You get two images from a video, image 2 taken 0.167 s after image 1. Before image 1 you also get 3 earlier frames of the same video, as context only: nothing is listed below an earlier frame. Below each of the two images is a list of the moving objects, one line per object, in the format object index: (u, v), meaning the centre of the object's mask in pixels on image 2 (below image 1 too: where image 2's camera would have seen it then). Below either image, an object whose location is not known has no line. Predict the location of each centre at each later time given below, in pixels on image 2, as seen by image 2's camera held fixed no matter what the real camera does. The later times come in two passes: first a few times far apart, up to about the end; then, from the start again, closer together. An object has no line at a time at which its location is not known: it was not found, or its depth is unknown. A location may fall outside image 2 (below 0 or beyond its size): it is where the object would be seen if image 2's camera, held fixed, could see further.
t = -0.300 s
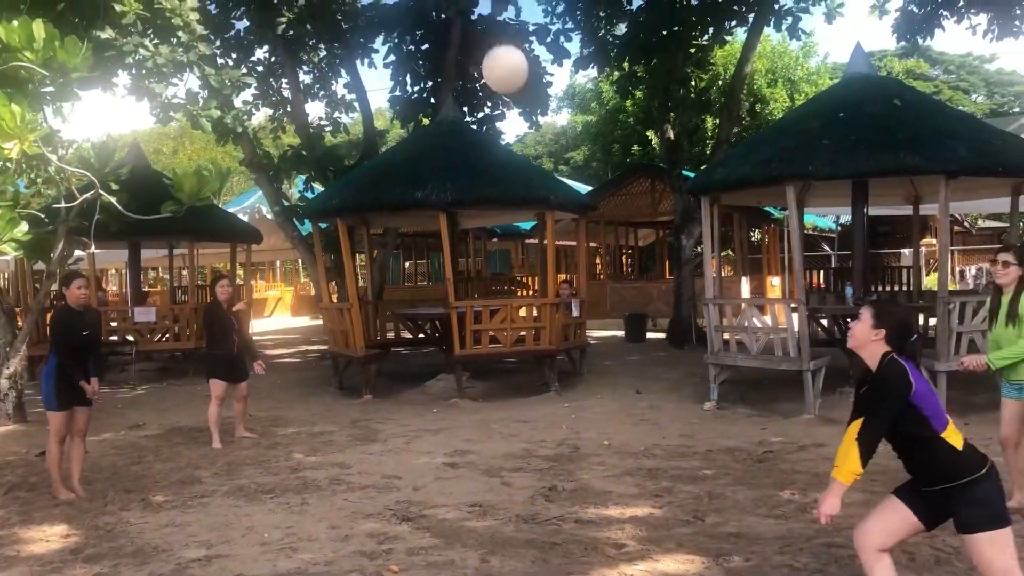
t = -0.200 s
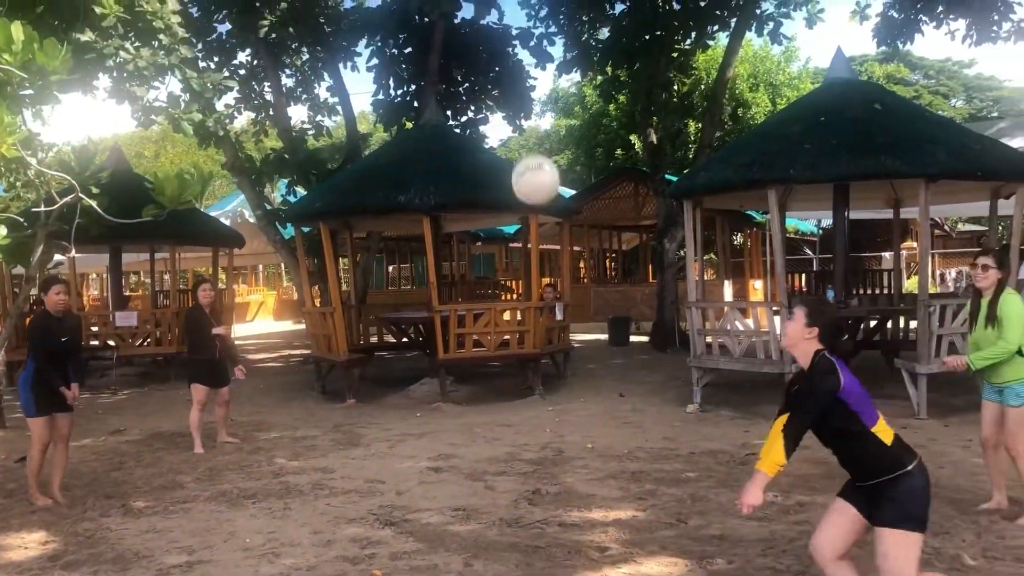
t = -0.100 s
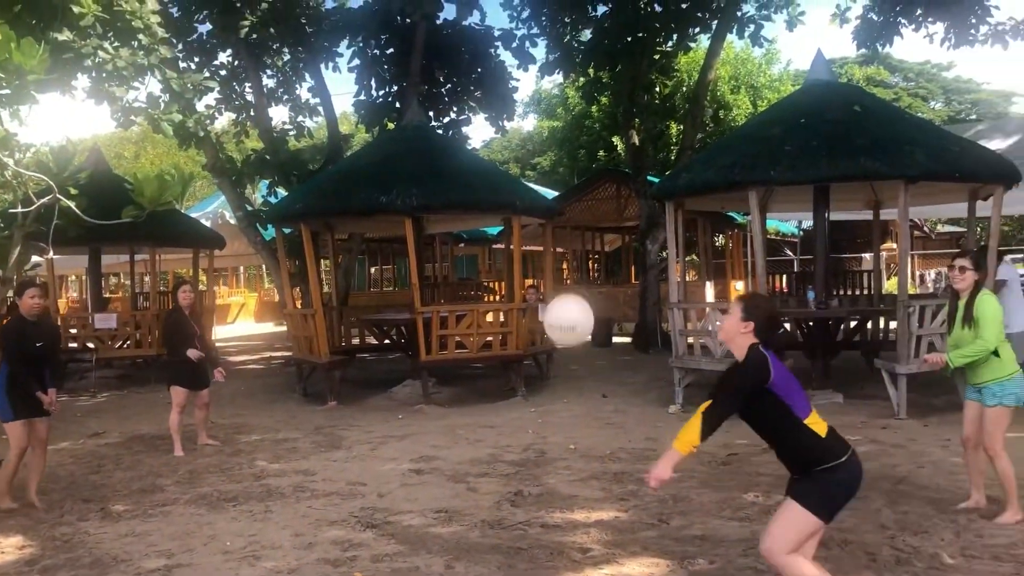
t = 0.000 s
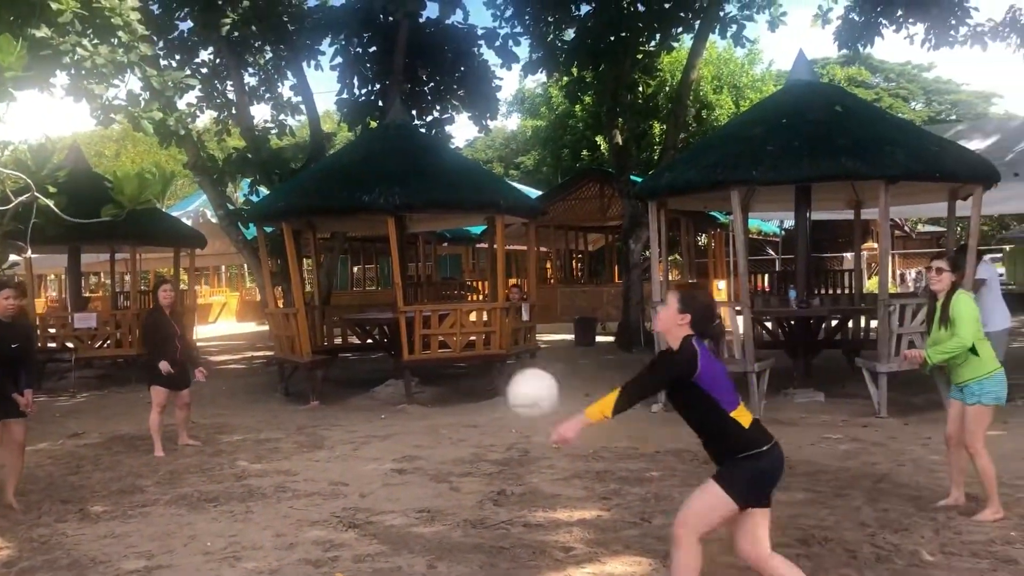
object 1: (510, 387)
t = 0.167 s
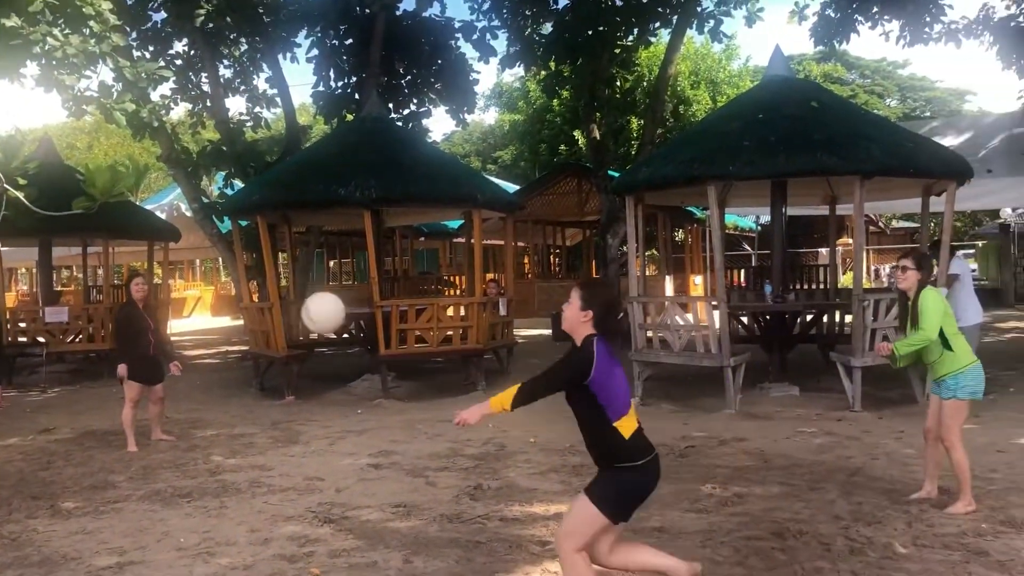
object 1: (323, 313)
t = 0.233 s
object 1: (265, 303)
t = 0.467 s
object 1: (109, 334)
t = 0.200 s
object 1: (293, 307)
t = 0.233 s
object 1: (265, 303)
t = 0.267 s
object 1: (239, 302)
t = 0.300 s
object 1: (214, 303)
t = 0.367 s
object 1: (167, 311)
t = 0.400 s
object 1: (148, 317)
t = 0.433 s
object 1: (128, 325)
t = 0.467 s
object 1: (109, 334)
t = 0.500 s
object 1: (92, 344)
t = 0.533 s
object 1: (76, 356)
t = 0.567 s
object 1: (60, 369)
